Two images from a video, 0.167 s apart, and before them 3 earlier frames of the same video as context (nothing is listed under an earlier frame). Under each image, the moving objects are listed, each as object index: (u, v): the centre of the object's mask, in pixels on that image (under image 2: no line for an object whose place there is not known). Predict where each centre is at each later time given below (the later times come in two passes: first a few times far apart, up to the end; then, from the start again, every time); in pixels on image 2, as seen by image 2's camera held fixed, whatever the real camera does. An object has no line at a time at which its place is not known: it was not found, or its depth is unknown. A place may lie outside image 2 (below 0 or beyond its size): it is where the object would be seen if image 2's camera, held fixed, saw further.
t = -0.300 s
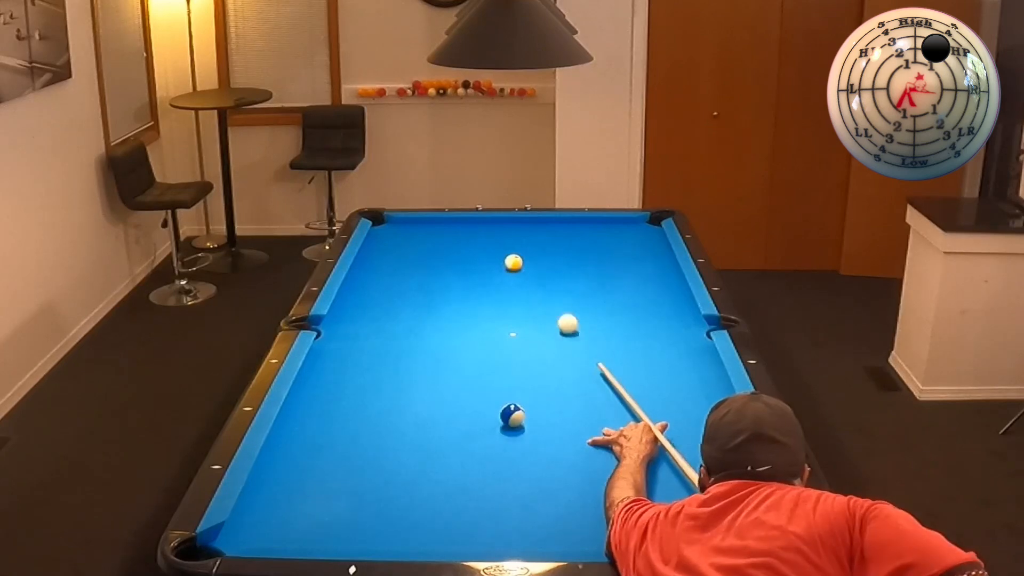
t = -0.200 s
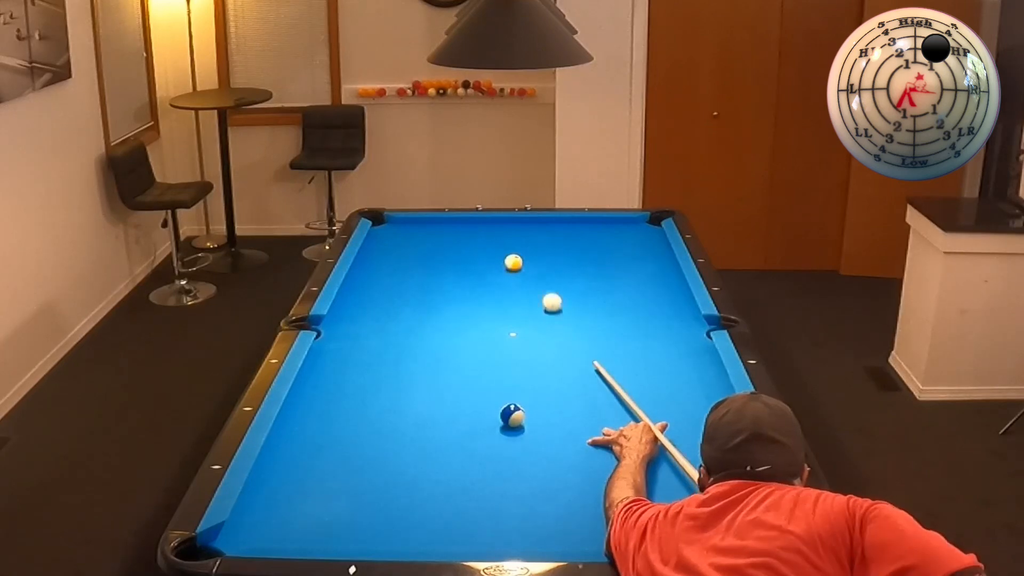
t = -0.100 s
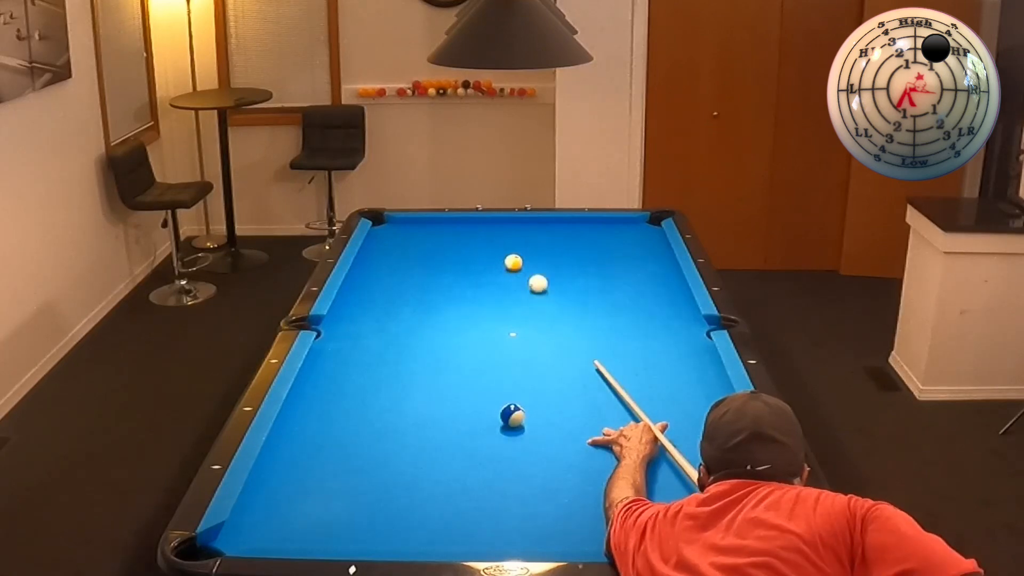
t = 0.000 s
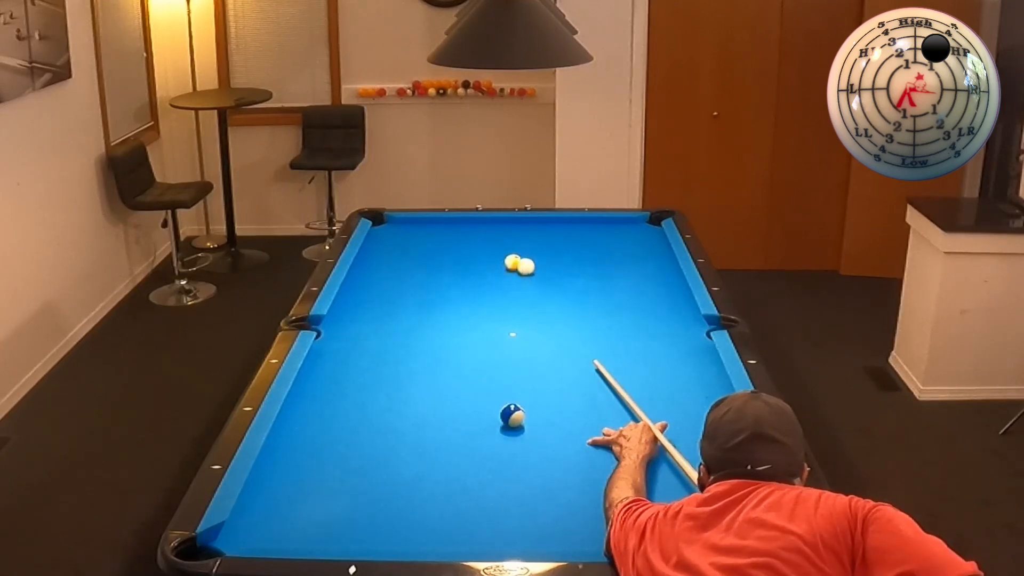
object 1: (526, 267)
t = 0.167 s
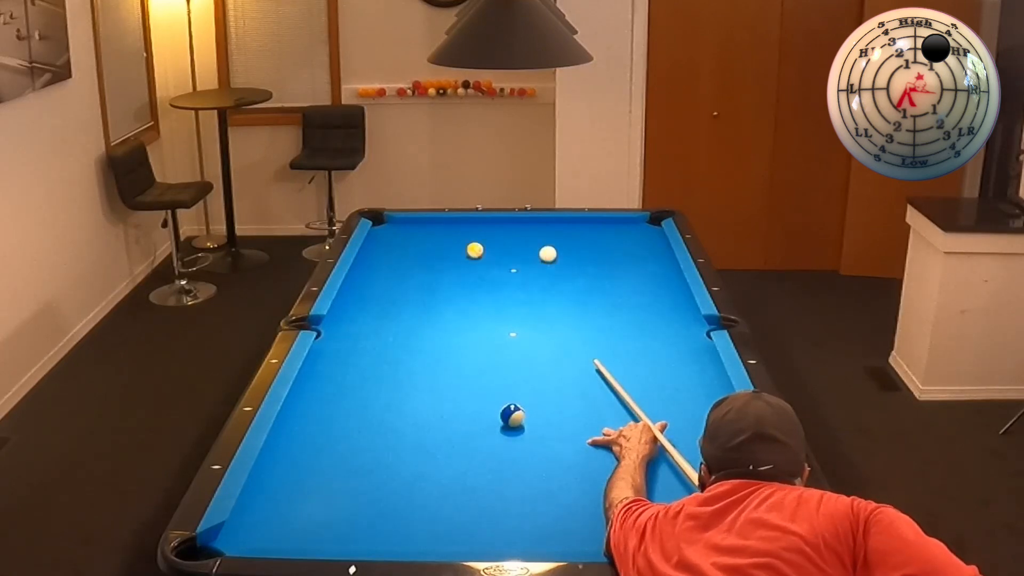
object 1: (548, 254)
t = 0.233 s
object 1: (553, 250)
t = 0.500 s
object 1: (576, 231)
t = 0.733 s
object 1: (598, 221)
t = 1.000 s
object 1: (636, 231)
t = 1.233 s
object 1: (654, 239)
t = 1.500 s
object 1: (639, 248)
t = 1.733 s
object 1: (625, 255)
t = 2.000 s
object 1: (608, 264)
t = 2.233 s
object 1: (594, 272)
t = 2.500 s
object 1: (578, 280)
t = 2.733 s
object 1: (563, 288)
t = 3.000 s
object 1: (547, 297)
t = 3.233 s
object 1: (533, 304)
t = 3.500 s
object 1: (517, 313)
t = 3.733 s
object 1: (504, 320)
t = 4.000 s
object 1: (488, 328)
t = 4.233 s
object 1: (476, 335)
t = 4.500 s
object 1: (462, 341)
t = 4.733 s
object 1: (450, 347)
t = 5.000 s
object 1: (438, 353)
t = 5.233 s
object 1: (427, 357)
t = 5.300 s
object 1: (425, 359)
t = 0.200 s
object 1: (551, 252)
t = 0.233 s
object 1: (553, 250)
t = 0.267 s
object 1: (556, 248)
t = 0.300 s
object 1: (559, 245)
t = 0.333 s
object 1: (562, 243)
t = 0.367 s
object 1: (565, 240)
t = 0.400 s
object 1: (568, 238)
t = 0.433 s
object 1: (571, 236)
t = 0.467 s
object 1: (574, 233)
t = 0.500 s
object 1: (576, 231)
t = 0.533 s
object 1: (579, 229)
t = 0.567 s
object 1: (582, 227)
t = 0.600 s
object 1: (584, 224)
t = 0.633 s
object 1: (587, 222)
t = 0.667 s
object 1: (589, 220)
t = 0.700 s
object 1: (593, 220)
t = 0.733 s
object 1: (598, 221)
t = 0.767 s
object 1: (603, 223)
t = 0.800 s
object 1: (608, 224)
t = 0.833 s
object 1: (613, 225)
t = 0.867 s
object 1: (617, 226)
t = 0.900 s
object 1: (622, 227)
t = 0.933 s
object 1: (627, 229)
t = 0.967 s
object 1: (632, 230)
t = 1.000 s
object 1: (636, 231)
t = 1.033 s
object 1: (641, 232)
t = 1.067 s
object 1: (646, 233)
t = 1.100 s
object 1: (651, 234)
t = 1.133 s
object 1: (656, 236)
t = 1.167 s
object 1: (659, 237)
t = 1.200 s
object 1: (656, 238)
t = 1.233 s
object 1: (654, 239)
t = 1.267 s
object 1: (653, 240)
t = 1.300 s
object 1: (651, 241)
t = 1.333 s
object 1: (649, 242)
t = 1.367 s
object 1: (647, 243)
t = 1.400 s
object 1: (645, 244)
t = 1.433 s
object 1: (643, 245)
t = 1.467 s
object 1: (641, 247)
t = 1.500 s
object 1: (639, 248)
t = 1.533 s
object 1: (637, 249)
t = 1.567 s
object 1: (635, 250)
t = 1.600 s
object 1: (633, 251)
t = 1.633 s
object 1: (631, 252)
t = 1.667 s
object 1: (629, 253)
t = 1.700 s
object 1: (627, 254)
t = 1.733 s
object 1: (625, 255)
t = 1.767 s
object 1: (623, 256)
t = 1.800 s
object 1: (620, 257)
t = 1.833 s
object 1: (618, 258)
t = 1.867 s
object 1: (616, 260)
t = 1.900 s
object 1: (614, 261)
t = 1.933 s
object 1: (612, 262)
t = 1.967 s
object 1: (610, 263)
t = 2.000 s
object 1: (608, 264)
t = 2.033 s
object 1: (606, 265)
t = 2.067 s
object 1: (604, 266)
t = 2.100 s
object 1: (602, 267)
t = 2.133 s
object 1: (600, 268)
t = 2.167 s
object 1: (598, 269)
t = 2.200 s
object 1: (596, 271)
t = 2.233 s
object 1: (594, 272)
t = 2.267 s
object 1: (592, 273)
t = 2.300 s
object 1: (590, 274)
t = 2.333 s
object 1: (588, 275)
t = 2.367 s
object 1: (586, 276)
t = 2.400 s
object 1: (584, 277)
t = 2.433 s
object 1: (582, 278)
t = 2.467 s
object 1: (580, 279)
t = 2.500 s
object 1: (578, 280)
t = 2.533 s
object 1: (576, 281)
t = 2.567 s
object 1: (574, 282)
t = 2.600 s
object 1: (572, 284)
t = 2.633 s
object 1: (569, 285)
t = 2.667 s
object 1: (567, 286)
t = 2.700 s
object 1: (566, 287)
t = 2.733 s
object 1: (563, 288)
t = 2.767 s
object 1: (561, 289)
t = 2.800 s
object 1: (560, 290)
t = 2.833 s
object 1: (557, 291)
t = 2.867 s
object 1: (555, 292)
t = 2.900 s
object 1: (553, 293)
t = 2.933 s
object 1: (551, 295)
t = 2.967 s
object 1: (549, 296)
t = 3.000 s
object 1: (547, 297)
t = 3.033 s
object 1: (545, 298)
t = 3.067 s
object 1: (543, 299)
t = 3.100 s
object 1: (541, 300)
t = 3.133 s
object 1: (539, 301)
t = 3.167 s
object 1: (537, 302)
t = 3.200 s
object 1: (535, 303)
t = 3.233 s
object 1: (533, 304)
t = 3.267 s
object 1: (531, 305)
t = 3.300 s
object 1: (529, 306)
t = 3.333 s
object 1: (527, 307)
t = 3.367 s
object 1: (525, 308)
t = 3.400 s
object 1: (523, 310)
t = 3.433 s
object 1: (522, 311)
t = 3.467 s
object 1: (519, 312)
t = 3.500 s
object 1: (517, 313)
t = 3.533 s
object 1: (516, 314)
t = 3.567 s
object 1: (514, 315)
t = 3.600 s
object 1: (512, 316)
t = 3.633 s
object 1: (510, 317)
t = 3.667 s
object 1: (508, 318)
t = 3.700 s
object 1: (506, 319)
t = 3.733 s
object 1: (504, 320)
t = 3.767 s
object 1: (502, 321)
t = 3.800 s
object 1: (500, 322)
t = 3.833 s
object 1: (498, 323)
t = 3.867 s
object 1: (496, 324)
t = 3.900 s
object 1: (494, 325)
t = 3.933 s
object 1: (492, 326)
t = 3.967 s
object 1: (490, 327)
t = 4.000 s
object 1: (488, 328)
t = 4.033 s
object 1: (487, 329)
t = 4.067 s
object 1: (485, 330)
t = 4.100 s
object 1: (483, 331)
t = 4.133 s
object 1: (481, 332)
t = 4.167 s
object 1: (479, 333)
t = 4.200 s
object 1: (477, 333)
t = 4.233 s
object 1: (476, 335)
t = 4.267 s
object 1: (474, 336)
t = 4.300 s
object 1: (472, 336)
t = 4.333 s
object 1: (470, 337)
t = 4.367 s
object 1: (469, 338)
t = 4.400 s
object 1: (467, 339)
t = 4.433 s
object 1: (465, 340)
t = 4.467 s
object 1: (463, 340)
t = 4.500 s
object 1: (462, 341)
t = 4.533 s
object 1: (460, 342)
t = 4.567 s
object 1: (458, 343)
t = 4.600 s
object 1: (457, 344)
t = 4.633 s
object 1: (455, 344)
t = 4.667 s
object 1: (454, 345)
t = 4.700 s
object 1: (452, 346)
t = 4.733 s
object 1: (450, 347)
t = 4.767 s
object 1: (449, 347)
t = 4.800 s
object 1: (447, 348)
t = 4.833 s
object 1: (446, 349)
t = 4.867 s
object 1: (444, 350)
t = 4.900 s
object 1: (442, 350)
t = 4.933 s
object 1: (441, 351)
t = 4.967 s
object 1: (439, 352)
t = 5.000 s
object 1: (438, 353)
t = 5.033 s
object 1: (436, 353)
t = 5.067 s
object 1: (435, 354)
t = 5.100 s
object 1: (433, 355)
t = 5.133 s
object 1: (432, 355)
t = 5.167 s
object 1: (430, 356)
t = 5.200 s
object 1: (429, 357)
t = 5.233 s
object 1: (427, 357)
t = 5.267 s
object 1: (426, 358)
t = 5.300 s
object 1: (425, 359)
